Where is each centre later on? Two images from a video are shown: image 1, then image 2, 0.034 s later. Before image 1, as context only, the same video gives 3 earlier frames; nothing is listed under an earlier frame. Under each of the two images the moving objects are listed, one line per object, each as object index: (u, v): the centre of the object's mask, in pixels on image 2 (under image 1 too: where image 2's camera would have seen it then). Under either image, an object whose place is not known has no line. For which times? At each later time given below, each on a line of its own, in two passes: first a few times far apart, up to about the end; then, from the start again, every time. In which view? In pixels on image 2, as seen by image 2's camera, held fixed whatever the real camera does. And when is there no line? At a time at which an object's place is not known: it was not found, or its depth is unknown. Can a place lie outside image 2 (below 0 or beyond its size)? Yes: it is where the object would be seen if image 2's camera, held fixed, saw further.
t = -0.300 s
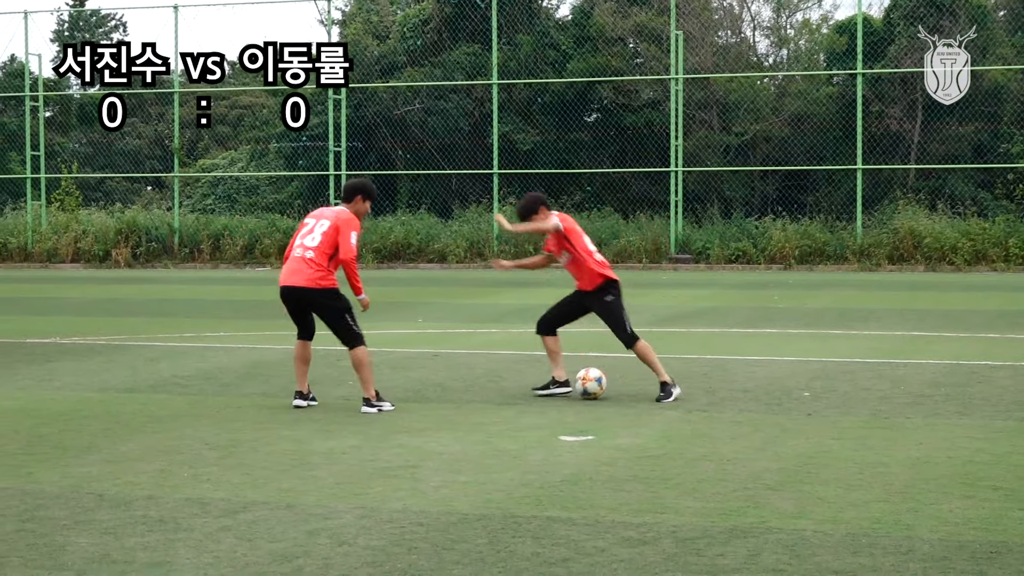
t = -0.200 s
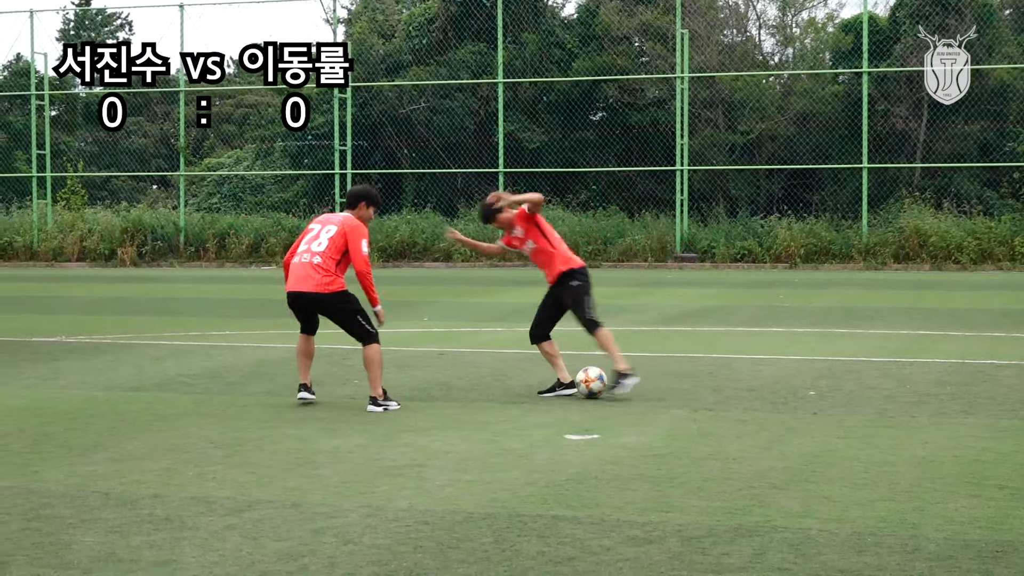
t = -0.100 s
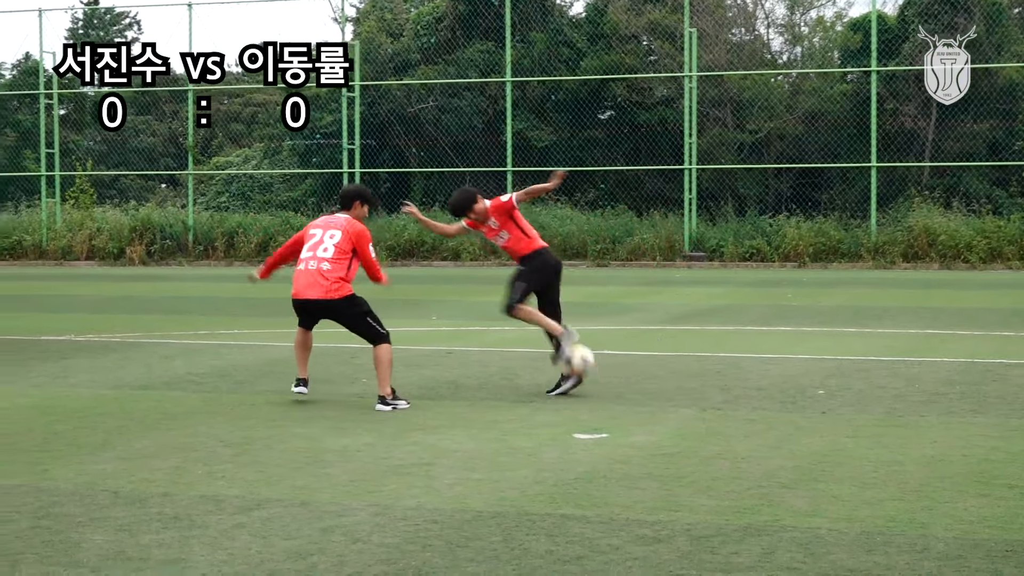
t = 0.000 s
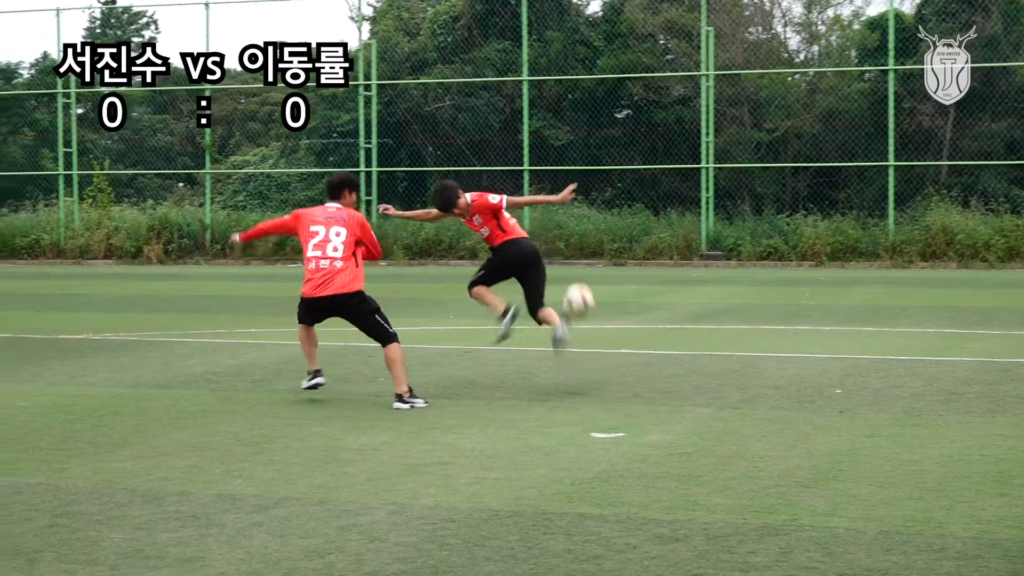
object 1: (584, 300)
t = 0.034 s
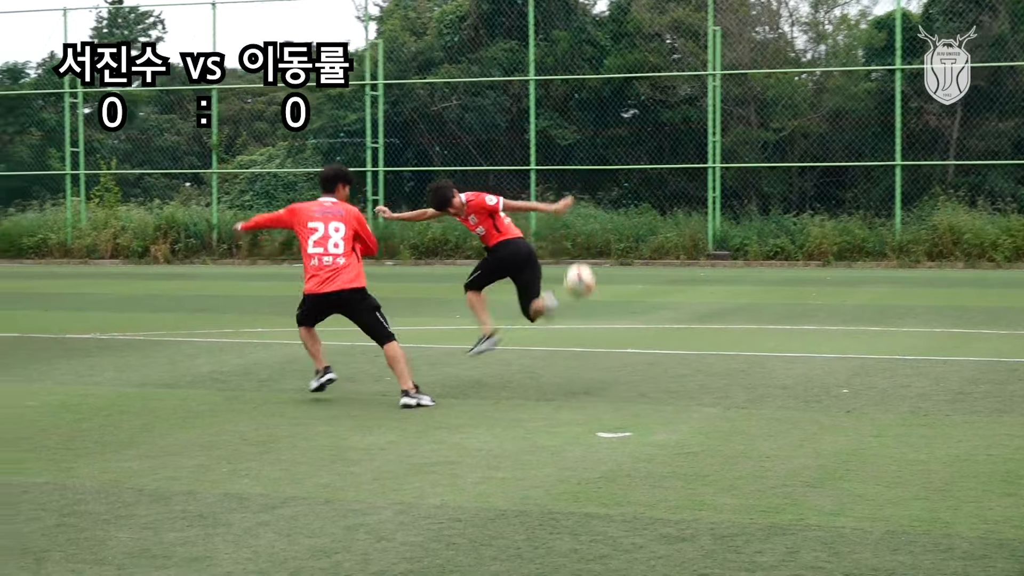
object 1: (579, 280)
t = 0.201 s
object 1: (552, 201)
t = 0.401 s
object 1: (520, 159)
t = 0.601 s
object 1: (490, 168)
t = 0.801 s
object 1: (461, 230)
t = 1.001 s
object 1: (433, 342)
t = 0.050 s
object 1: (576, 270)
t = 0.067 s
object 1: (574, 261)
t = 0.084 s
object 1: (571, 252)
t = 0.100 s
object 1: (568, 244)
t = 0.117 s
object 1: (565, 236)
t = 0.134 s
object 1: (563, 228)
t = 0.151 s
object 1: (560, 220)
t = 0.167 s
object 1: (558, 213)
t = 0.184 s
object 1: (555, 207)
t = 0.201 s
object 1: (552, 201)
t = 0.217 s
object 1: (549, 195)
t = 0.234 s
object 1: (547, 189)
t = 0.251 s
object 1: (544, 185)
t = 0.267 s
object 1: (541, 181)
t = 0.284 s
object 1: (539, 177)
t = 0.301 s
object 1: (536, 173)
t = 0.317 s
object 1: (533, 169)
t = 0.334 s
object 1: (531, 167)
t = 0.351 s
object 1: (528, 164)
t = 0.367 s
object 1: (525, 162)
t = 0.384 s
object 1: (523, 160)
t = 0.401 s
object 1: (520, 159)
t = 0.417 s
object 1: (518, 157)
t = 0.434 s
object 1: (515, 156)
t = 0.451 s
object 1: (513, 156)
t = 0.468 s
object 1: (510, 156)
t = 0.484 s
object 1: (508, 156)
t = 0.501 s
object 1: (505, 157)
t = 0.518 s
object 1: (503, 158)
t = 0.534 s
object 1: (500, 159)
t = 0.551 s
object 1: (498, 161)
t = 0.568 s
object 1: (495, 163)
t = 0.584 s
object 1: (493, 166)
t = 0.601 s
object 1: (490, 168)
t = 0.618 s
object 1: (488, 172)
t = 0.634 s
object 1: (485, 175)
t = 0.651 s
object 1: (482, 179)
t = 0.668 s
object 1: (480, 184)
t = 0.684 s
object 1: (478, 188)
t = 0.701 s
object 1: (475, 193)
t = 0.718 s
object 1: (473, 198)
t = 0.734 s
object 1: (471, 203)
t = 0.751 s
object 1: (468, 210)
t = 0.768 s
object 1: (466, 216)
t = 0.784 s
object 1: (463, 222)
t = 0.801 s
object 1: (461, 230)
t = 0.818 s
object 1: (459, 239)
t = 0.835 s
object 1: (456, 246)
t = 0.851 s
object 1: (454, 253)
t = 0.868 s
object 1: (452, 262)
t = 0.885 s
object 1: (449, 270)
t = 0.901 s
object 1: (447, 280)
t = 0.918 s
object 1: (444, 289)
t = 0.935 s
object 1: (442, 299)
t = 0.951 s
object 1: (440, 310)
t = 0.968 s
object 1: (438, 320)
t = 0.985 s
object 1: (436, 331)
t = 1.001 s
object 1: (433, 342)
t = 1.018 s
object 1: (431, 354)
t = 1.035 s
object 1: (429, 365)
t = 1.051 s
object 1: (428, 359)
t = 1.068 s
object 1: (428, 348)
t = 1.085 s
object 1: (427, 340)
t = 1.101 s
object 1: (426, 332)
